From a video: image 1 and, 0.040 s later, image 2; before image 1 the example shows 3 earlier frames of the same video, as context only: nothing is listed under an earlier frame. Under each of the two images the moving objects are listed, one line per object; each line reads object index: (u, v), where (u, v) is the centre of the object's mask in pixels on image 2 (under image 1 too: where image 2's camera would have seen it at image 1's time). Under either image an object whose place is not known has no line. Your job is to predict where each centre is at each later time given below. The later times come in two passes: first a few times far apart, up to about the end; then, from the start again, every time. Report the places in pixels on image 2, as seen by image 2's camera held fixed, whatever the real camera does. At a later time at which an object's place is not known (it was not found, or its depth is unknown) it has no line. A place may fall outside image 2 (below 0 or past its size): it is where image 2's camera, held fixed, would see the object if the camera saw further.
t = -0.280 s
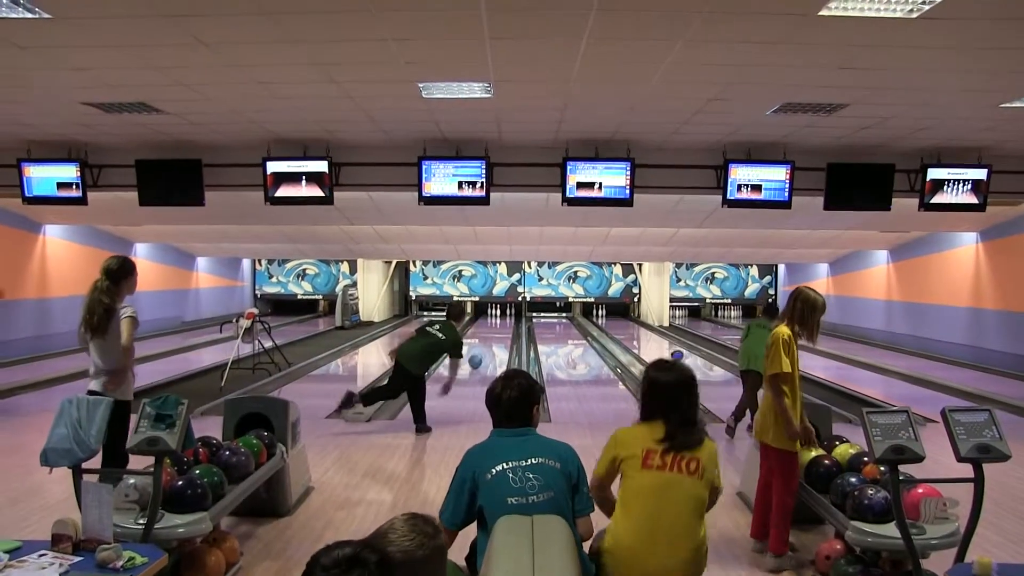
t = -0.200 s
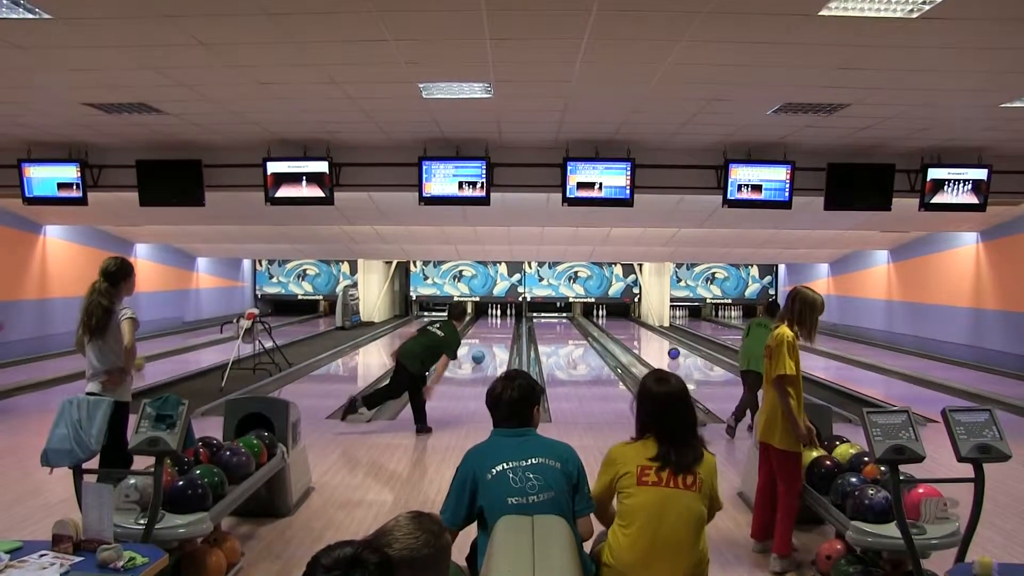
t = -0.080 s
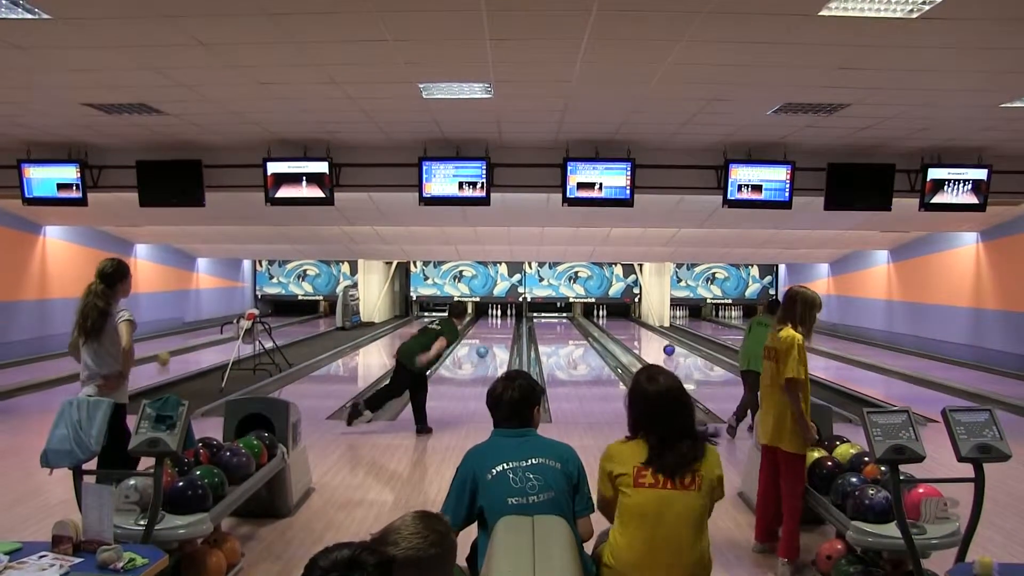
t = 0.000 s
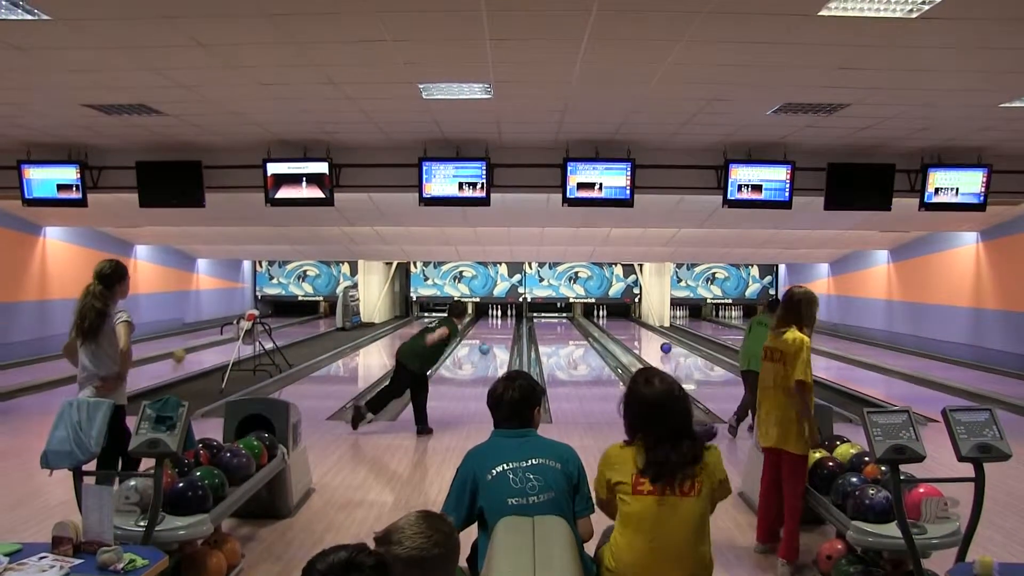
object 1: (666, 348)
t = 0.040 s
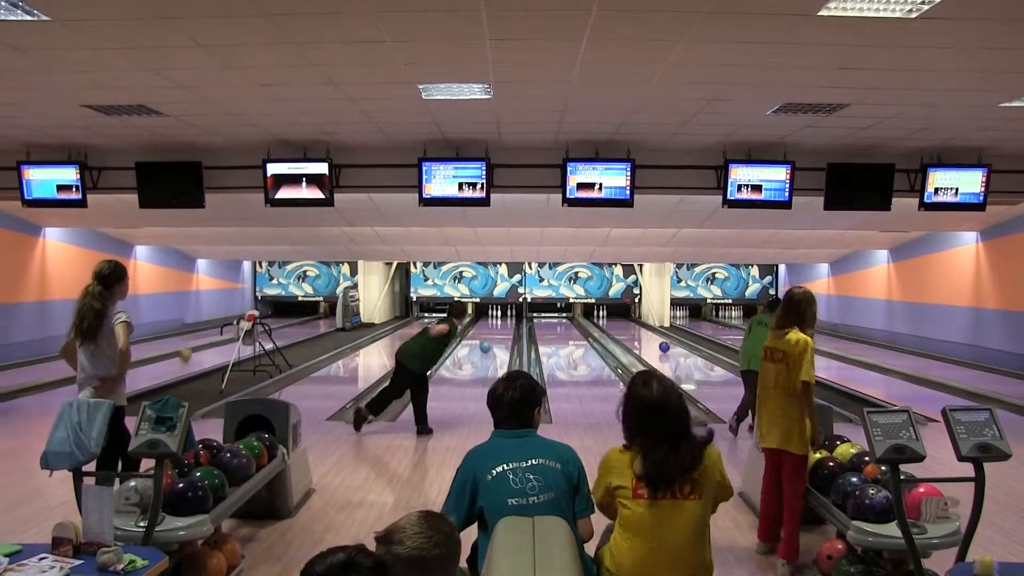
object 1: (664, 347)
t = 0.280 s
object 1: (656, 341)
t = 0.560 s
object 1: (647, 336)
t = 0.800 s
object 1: (640, 333)
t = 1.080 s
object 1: (634, 328)
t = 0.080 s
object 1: (663, 346)
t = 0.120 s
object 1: (661, 345)
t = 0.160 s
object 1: (660, 344)
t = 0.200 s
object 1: (659, 343)
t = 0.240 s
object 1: (657, 342)
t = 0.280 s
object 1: (656, 341)
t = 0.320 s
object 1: (654, 340)
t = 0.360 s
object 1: (653, 339)
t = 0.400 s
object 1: (652, 339)
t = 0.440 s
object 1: (651, 338)
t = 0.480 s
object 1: (650, 337)
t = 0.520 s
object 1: (648, 337)
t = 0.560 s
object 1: (647, 336)
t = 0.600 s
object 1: (646, 336)
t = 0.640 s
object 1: (645, 335)
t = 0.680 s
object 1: (643, 334)
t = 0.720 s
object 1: (643, 334)
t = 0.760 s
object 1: (641, 334)
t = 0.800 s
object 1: (640, 333)
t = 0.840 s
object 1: (639, 332)
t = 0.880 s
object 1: (638, 332)
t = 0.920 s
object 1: (637, 332)
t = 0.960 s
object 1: (636, 331)
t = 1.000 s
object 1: (635, 330)
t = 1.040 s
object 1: (634, 329)
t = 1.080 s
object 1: (634, 328)
